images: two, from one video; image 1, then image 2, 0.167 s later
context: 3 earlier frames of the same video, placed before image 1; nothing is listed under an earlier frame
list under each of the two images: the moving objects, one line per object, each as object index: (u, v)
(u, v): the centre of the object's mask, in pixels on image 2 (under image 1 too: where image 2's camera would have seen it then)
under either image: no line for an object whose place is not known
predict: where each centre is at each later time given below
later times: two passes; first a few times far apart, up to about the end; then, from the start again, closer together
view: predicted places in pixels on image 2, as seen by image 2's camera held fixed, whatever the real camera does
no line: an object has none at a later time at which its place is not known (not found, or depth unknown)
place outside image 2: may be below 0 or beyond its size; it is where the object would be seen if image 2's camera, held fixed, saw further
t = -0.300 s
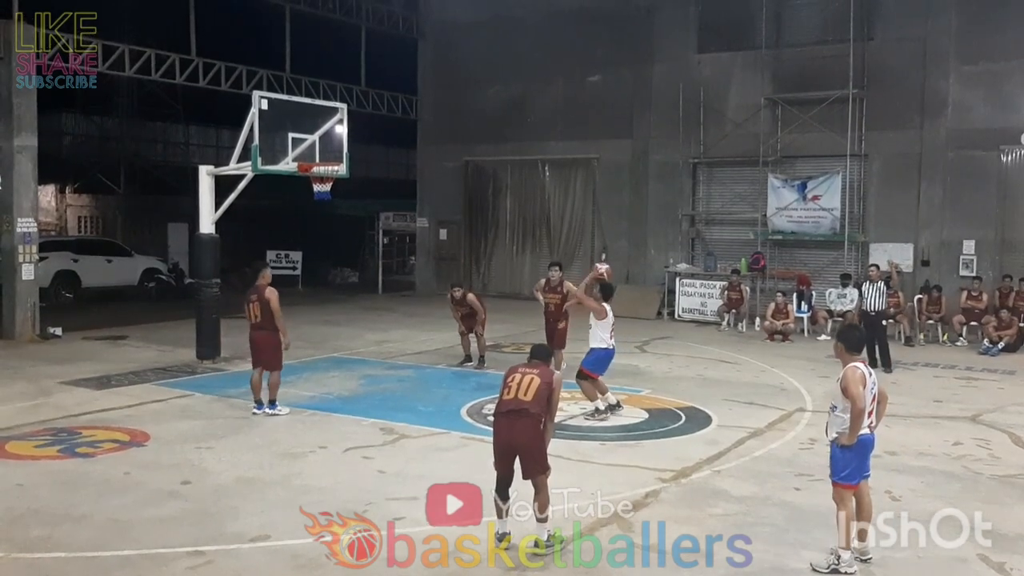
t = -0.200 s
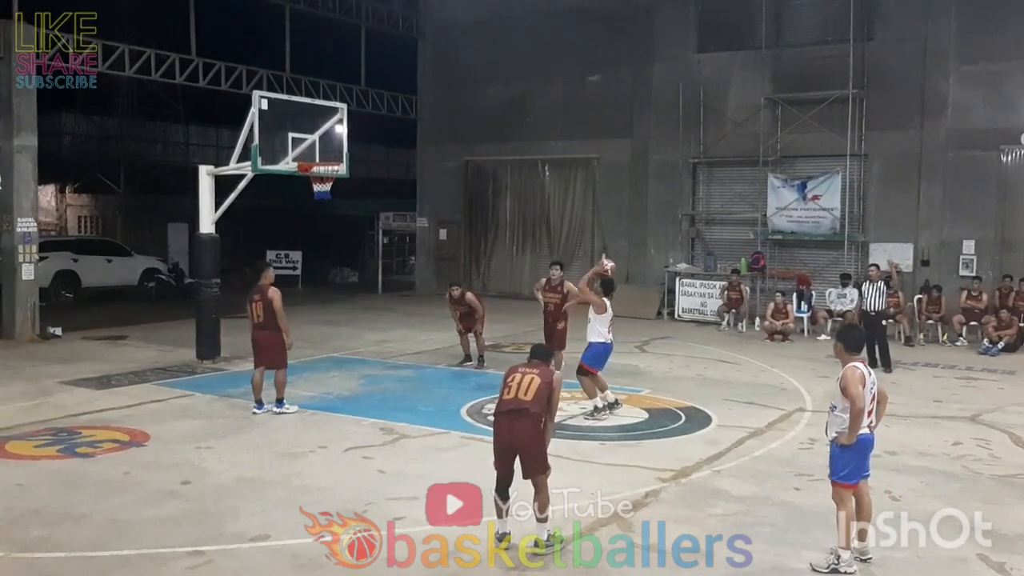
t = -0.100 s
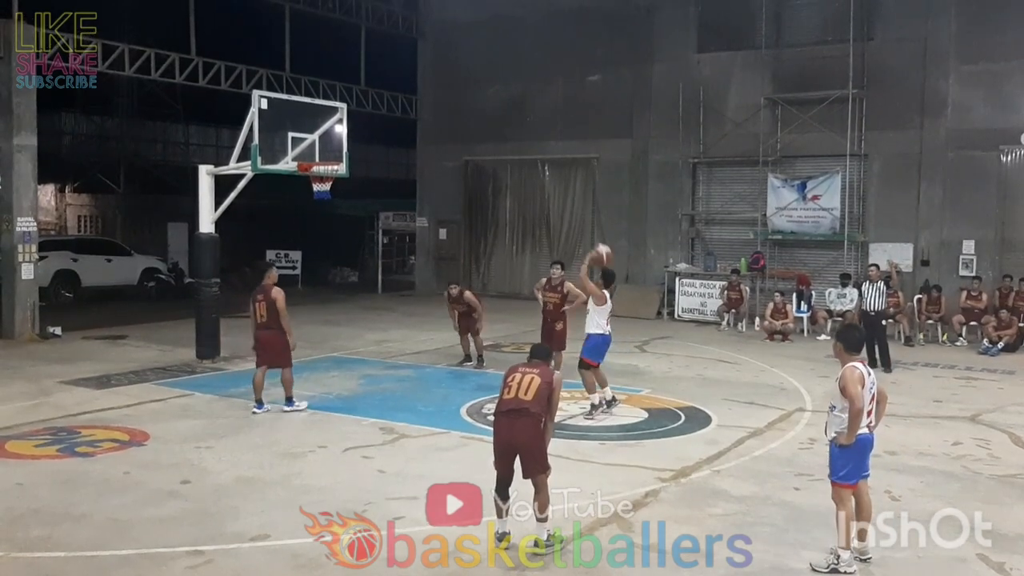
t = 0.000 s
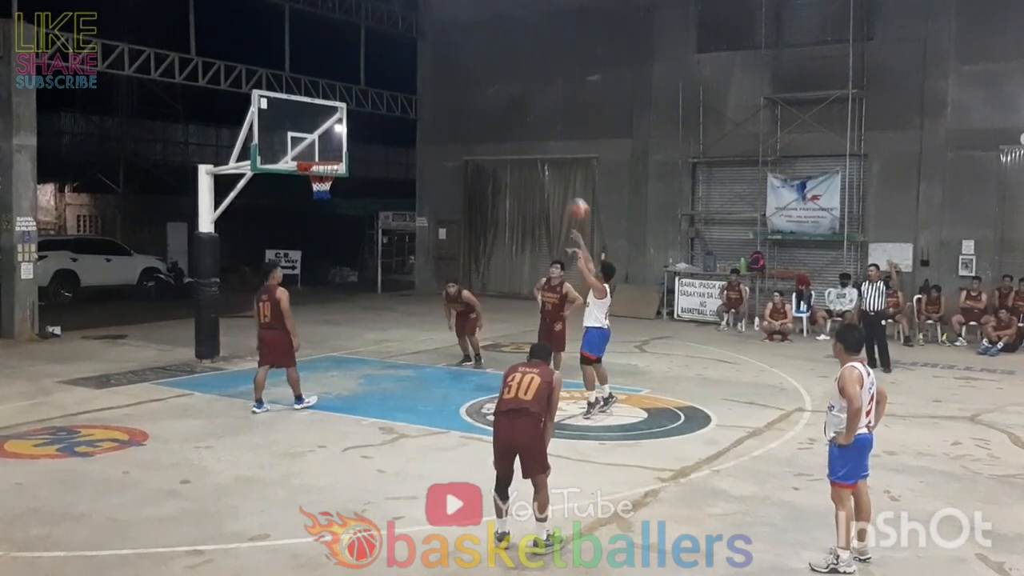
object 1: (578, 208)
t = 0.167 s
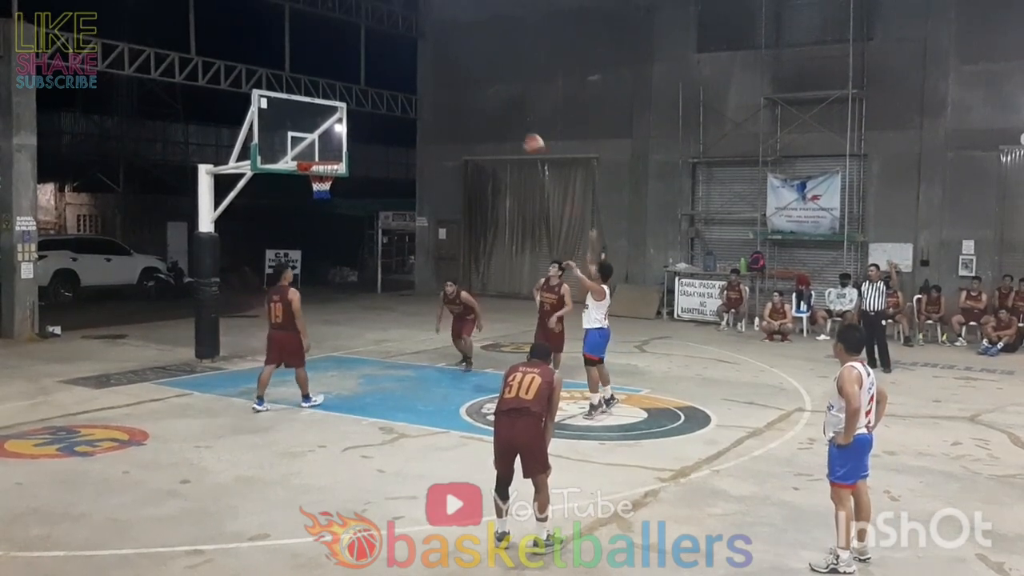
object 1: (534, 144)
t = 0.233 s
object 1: (516, 125)
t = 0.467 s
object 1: (456, 87)
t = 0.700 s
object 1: (401, 93)
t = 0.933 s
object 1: (351, 135)
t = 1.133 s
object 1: (329, 142)
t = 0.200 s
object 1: (525, 133)
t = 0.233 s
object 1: (516, 125)
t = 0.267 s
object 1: (507, 116)
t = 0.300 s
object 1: (499, 109)
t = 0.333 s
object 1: (490, 103)
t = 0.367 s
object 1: (482, 98)
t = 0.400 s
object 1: (473, 94)
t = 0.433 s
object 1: (465, 90)
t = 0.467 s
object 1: (456, 87)
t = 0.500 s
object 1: (448, 86)
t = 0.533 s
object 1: (440, 84)
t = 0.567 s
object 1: (432, 84)
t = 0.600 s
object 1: (424, 85)
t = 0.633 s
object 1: (416, 87)
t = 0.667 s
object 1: (408, 89)
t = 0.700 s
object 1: (401, 93)
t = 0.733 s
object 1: (393, 96)
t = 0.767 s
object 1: (386, 101)
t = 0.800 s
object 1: (379, 106)
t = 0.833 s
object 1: (371, 113)
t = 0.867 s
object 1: (364, 120)
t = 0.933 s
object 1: (351, 135)
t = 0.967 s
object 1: (344, 145)
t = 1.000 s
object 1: (338, 153)
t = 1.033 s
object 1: (336, 151)
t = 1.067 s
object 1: (333, 147)
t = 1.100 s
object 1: (332, 144)
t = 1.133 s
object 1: (329, 142)
